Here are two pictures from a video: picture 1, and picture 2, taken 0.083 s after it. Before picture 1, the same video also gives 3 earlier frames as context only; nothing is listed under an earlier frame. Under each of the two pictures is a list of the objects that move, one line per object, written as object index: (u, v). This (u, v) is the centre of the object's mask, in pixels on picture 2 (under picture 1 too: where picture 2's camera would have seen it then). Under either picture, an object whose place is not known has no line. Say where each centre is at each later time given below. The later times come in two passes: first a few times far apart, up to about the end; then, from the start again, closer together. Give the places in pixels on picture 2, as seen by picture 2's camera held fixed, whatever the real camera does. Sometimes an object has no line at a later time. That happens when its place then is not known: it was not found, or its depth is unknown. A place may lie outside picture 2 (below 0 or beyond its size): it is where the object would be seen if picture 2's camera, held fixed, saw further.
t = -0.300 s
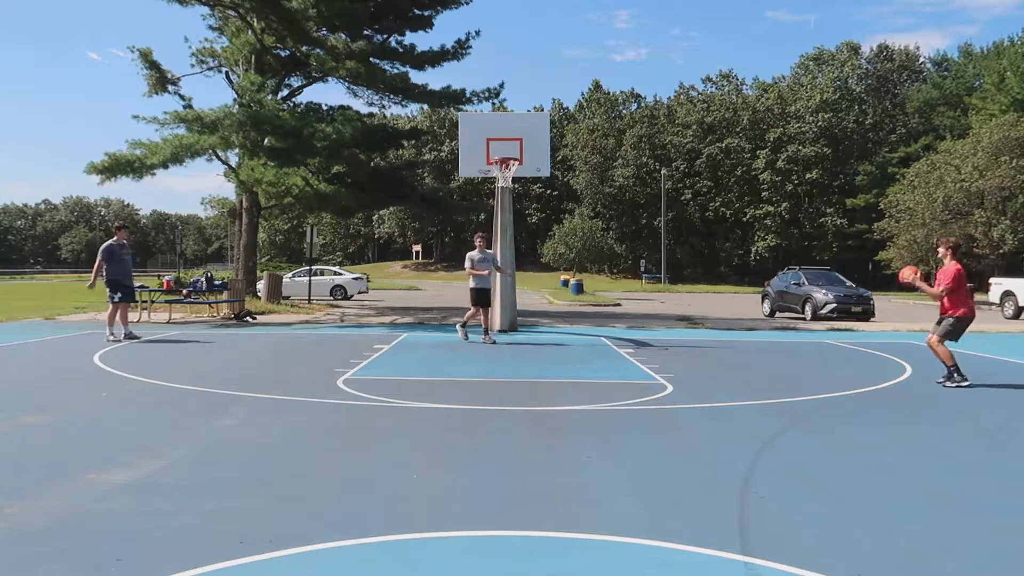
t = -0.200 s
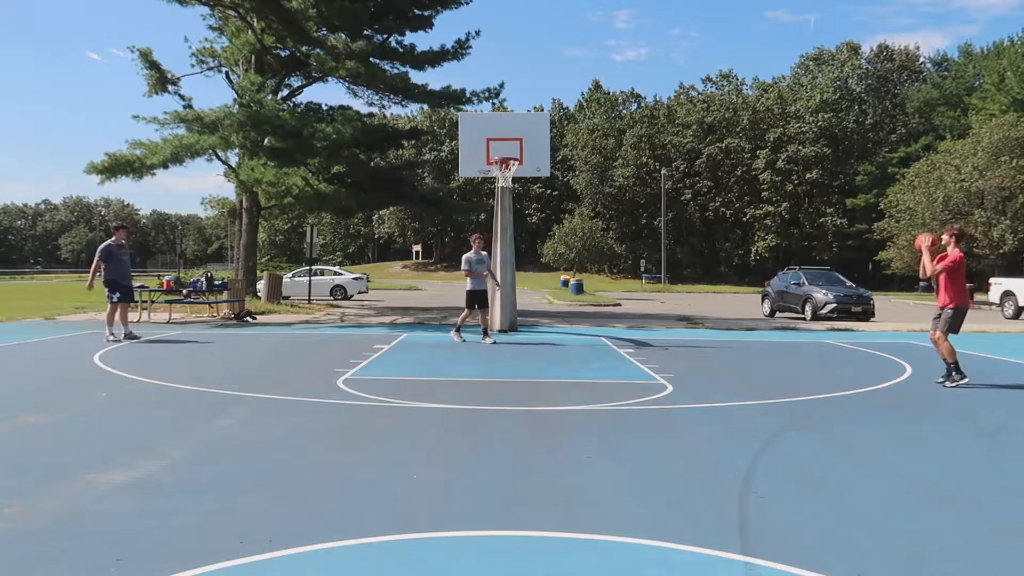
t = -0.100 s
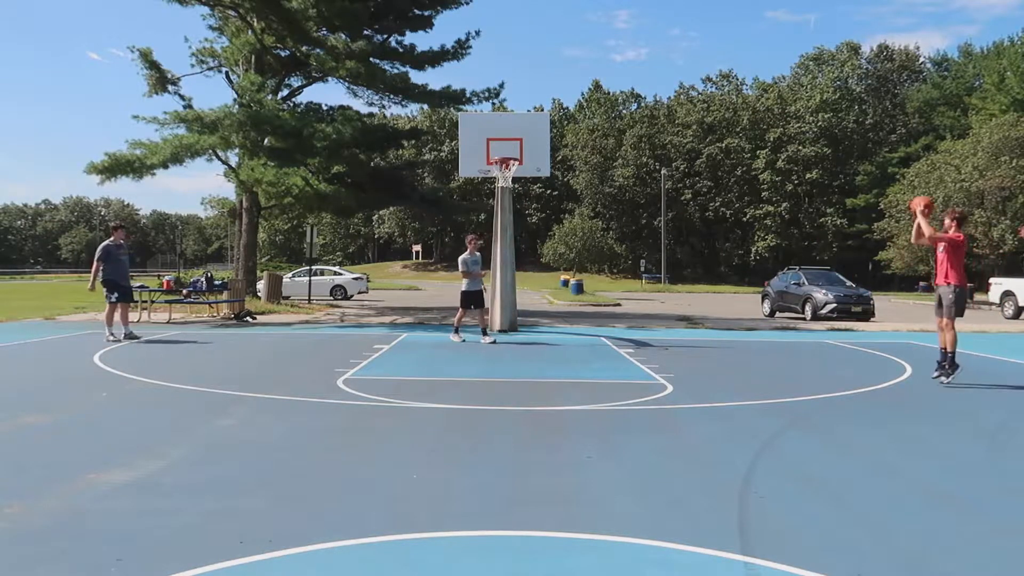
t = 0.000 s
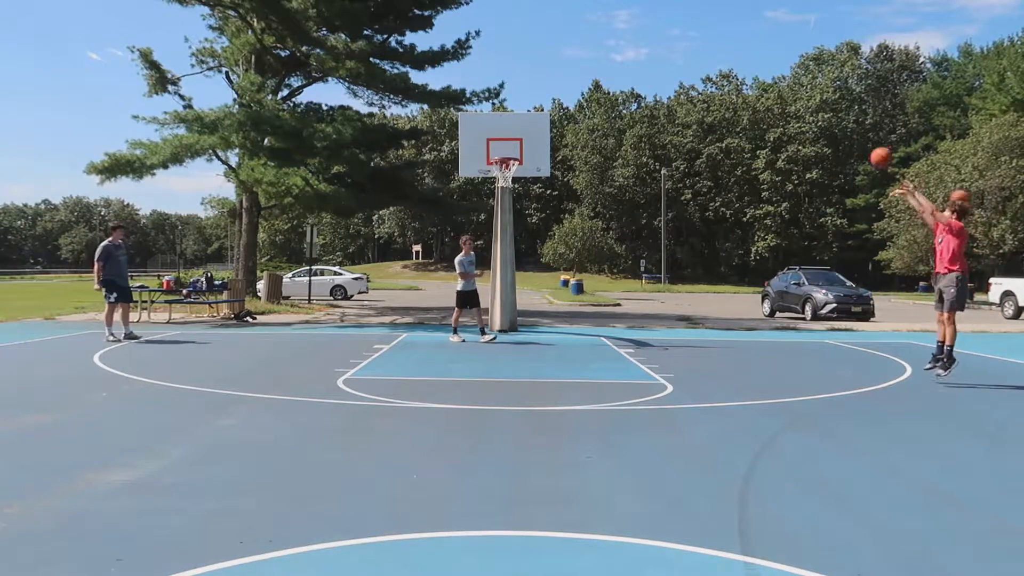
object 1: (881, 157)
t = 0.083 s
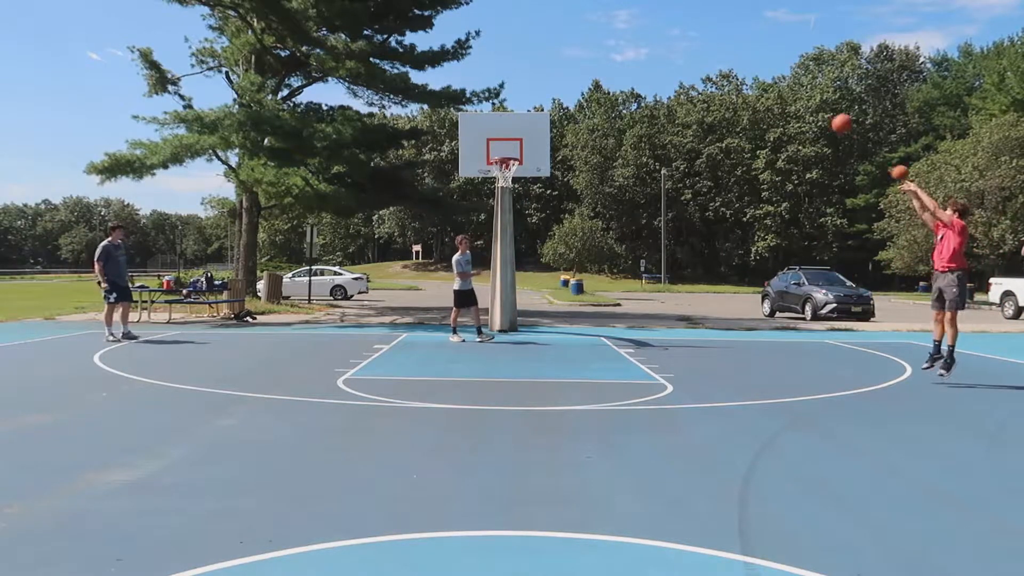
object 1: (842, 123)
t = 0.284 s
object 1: (757, 72)
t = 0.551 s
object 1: (660, 57)
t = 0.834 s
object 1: (572, 94)
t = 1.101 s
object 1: (510, 155)
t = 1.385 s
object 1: (511, 187)
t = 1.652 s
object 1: (511, 286)
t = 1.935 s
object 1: (512, 299)
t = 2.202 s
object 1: (517, 202)
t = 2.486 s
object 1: (523, 165)
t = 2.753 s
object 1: (530, 224)
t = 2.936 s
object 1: (538, 347)
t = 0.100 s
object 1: (834, 118)
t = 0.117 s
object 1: (826, 111)
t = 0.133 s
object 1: (819, 107)
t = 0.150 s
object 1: (812, 102)
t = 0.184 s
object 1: (798, 92)
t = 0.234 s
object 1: (777, 81)
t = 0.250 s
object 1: (771, 78)
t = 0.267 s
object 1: (764, 75)
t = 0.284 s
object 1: (757, 72)
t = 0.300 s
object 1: (751, 70)
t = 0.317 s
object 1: (744, 67)
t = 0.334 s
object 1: (738, 65)
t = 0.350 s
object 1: (732, 63)
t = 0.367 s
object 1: (725, 61)
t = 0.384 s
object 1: (719, 60)
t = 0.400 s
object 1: (713, 59)
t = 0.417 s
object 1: (707, 58)
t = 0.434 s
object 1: (700, 57)
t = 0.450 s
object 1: (694, 57)
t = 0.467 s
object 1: (689, 56)
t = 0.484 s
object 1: (683, 56)
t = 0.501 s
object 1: (677, 56)
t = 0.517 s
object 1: (671, 56)
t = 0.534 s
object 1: (665, 57)
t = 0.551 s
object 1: (660, 57)
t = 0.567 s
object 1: (654, 58)
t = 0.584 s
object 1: (649, 59)
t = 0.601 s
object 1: (643, 60)
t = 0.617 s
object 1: (638, 61)
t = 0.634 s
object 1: (633, 63)
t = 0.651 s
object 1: (627, 65)
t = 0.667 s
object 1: (622, 67)
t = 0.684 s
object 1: (617, 69)
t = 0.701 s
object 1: (612, 71)
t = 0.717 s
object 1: (606, 73)
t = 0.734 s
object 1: (601, 76)
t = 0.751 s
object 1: (596, 78)
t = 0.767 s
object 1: (592, 81)
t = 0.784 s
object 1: (587, 84)
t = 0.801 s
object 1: (582, 87)
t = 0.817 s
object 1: (577, 90)
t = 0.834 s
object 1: (572, 94)
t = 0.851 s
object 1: (567, 97)
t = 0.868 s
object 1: (562, 101)
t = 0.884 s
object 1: (558, 104)
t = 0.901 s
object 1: (554, 108)
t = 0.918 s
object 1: (548, 112)
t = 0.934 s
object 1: (544, 117)
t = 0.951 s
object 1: (540, 122)
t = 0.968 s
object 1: (535, 126)
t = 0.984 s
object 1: (531, 131)
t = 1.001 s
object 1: (527, 135)
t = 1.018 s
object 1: (522, 141)
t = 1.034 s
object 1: (518, 146)
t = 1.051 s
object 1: (513, 151)
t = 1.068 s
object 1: (510, 155)
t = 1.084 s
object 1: (510, 155)
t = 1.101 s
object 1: (510, 155)
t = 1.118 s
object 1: (510, 155)
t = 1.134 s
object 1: (510, 155)
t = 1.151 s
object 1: (510, 156)
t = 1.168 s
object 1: (510, 157)
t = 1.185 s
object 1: (510, 158)
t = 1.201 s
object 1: (511, 159)
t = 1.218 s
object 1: (510, 161)
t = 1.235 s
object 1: (511, 162)
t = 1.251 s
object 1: (511, 164)
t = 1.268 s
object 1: (510, 166)
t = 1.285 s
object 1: (511, 168)
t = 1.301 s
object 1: (511, 170)
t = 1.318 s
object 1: (511, 173)
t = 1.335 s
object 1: (510, 176)
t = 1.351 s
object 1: (510, 179)
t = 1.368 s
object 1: (511, 183)
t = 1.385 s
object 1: (511, 187)
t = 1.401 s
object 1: (511, 192)
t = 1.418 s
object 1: (511, 195)
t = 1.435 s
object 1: (510, 200)
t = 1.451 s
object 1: (511, 205)
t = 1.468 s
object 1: (511, 210)
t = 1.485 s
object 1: (511, 215)
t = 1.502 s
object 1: (511, 221)
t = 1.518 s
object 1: (511, 226)
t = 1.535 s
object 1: (511, 233)
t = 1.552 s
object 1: (511, 239)
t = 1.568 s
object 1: (511, 247)
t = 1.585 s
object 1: (511, 254)
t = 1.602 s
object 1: (510, 262)
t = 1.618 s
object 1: (511, 270)
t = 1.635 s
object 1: (511, 278)
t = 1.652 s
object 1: (511, 286)
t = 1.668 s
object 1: (511, 296)
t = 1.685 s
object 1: (511, 305)
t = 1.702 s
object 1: (511, 314)
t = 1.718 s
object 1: (510, 326)
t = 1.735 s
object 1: (510, 336)
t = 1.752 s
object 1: (511, 348)
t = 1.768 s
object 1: (511, 360)
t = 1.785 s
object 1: (510, 370)
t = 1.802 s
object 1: (511, 363)
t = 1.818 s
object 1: (511, 354)
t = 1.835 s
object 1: (511, 346)
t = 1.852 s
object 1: (512, 337)
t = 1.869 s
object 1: (511, 329)
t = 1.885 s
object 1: (512, 321)
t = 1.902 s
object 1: (512, 313)
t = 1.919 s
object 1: (512, 306)
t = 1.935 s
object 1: (512, 299)
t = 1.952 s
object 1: (513, 291)
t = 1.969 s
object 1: (513, 284)
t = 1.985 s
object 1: (513, 277)
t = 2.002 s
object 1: (514, 270)
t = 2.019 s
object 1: (513, 263)
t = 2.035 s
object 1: (514, 257)
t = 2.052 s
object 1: (515, 251)
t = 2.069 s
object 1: (515, 244)
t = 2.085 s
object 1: (515, 239)
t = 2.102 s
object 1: (516, 233)
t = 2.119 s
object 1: (516, 227)
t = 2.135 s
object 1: (516, 222)
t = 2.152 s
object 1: (516, 217)
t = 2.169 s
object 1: (516, 212)
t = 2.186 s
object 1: (516, 207)
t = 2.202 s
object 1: (517, 202)
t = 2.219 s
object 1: (517, 198)
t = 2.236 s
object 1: (518, 195)
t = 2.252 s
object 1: (518, 191)
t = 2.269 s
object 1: (518, 187)
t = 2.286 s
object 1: (519, 184)
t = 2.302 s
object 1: (519, 181)
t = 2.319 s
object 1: (519, 178)
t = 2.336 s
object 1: (519, 175)
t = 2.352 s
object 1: (520, 173)
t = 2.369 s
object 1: (520, 170)
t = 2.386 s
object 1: (521, 169)
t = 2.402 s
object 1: (521, 168)
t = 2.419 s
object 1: (521, 167)
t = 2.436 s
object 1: (522, 166)
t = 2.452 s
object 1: (522, 165)
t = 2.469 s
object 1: (522, 165)
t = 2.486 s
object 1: (523, 165)
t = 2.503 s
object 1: (523, 166)
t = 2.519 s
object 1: (524, 166)
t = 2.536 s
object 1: (524, 168)
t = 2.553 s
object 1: (524, 169)
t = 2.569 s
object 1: (525, 171)
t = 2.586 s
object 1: (525, 174)
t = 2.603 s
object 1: (526, 177)
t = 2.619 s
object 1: (526, 180)
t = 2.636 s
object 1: (527, 184)
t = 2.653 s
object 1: (528, 189)
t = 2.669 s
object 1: (528, 192)
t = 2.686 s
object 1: (529, 198)
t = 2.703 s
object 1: (529, 204)
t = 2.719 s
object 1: (530, 210)
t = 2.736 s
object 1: (530, 217)
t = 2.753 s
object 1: (530, 224)
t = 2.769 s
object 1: (530, 232)
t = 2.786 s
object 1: (531, 241)
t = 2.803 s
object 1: (532, 250)
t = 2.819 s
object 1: (533, 259)
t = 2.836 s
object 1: (534, 269)
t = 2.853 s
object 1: (534, 280)
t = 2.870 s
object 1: (535, 292)
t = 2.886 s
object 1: (536, 305)
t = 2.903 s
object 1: (536, 318)
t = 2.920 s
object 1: (537, 332)
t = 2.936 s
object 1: (538, 347)
